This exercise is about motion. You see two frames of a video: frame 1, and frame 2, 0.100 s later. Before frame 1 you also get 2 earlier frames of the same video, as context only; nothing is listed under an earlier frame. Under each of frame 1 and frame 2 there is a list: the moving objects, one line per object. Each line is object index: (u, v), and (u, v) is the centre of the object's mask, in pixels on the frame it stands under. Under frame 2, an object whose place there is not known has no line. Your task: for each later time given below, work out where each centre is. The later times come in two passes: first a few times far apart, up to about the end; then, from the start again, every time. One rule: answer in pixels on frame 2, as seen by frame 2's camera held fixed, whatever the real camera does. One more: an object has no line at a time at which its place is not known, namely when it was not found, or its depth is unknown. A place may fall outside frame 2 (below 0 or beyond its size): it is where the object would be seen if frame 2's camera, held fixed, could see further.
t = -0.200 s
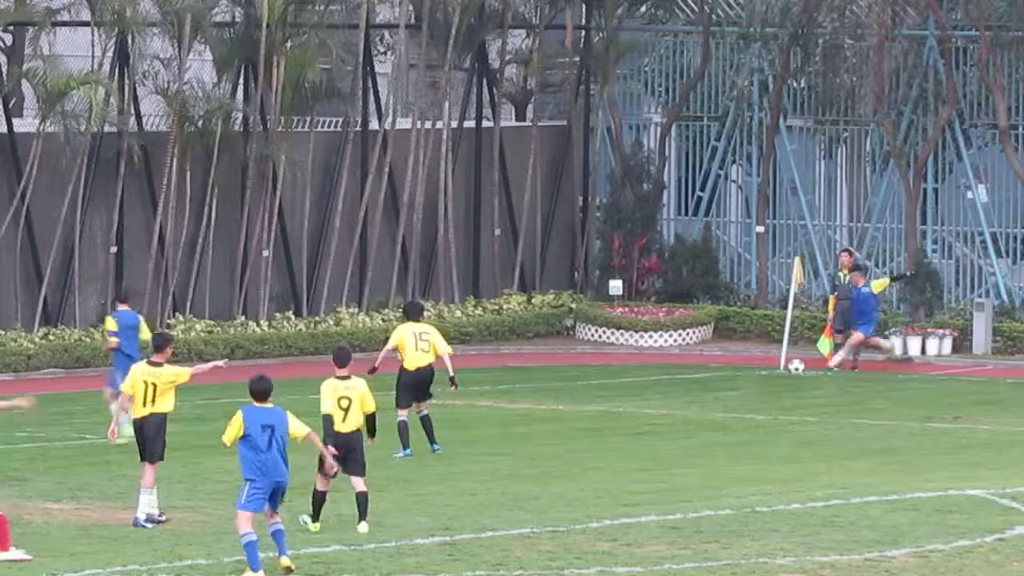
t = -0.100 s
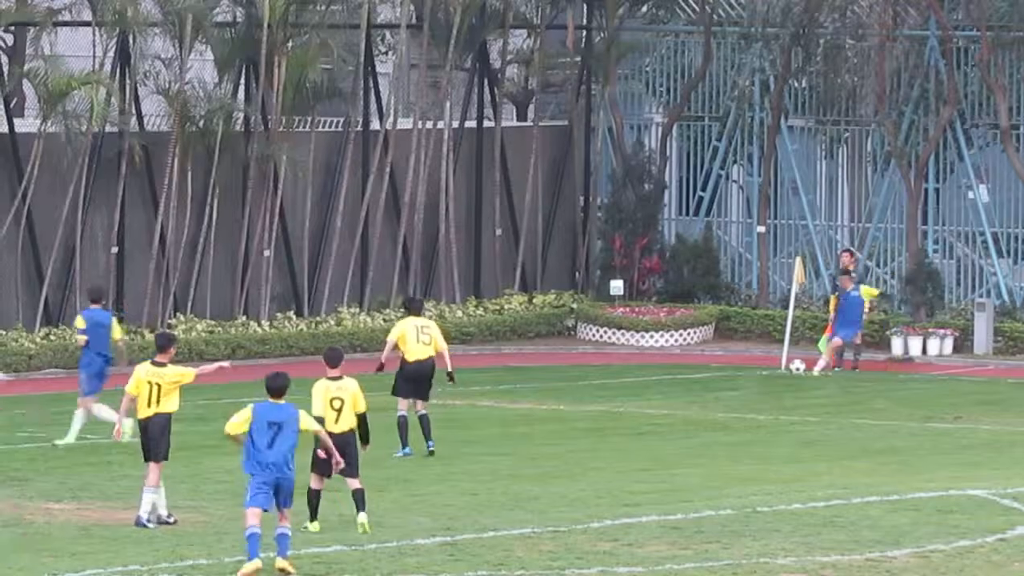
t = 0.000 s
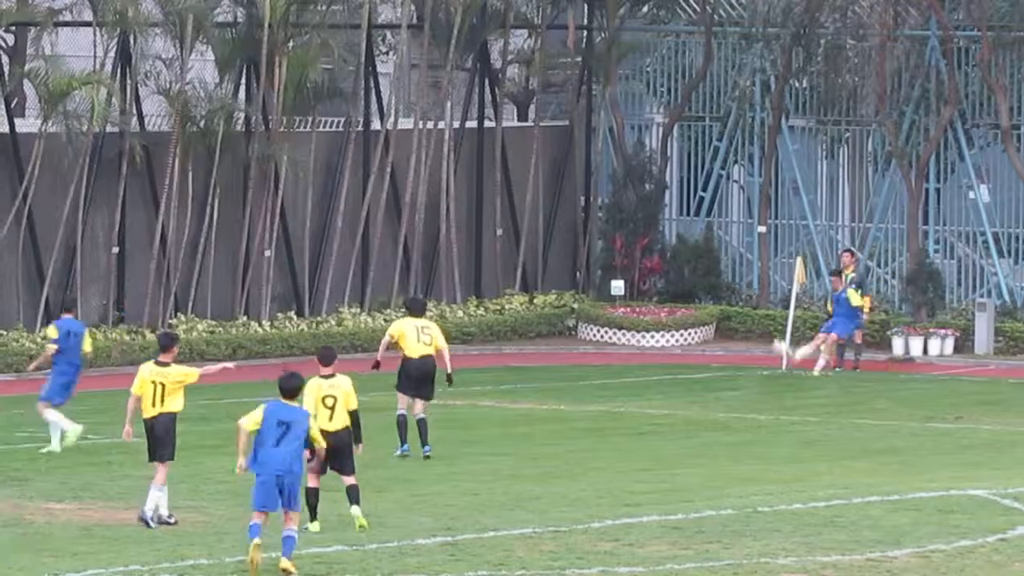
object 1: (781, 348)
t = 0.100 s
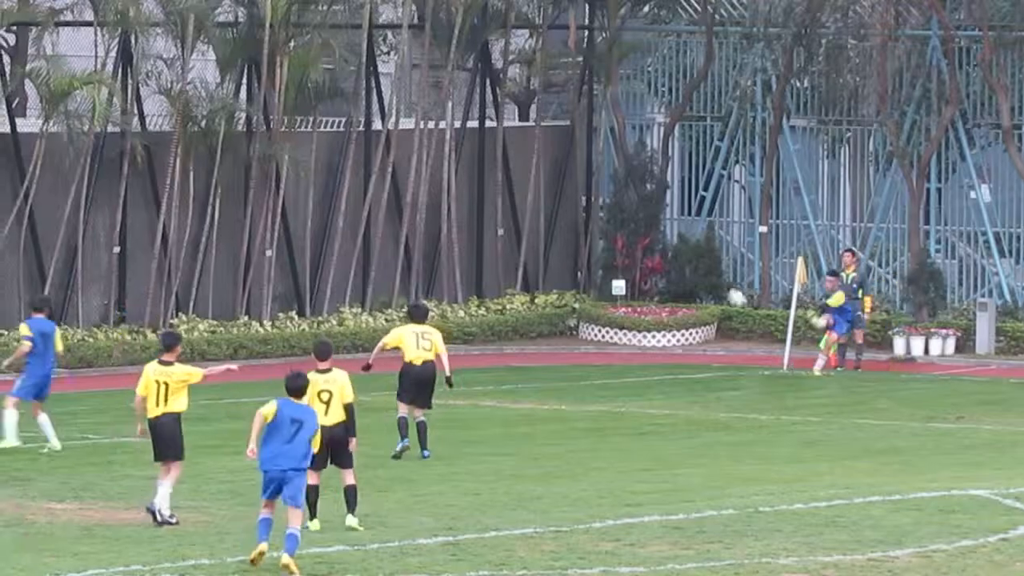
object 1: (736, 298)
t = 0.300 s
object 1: (654, 212)
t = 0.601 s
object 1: (542, 120)
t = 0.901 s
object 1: (447, 81)
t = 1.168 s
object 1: (368, 94)
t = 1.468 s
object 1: (289, 171)
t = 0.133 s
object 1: (722, 284)
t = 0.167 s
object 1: (708, 268)
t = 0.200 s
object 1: (693, 253)
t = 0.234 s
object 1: (680, 239)
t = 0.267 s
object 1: (667, 225)
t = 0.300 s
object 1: (654, 212)
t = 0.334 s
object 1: (641, 200)
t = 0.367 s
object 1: (628, 188)
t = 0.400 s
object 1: (615, 176)
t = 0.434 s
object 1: (602, 165)
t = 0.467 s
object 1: (589, 155)
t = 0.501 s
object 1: (577, 145)
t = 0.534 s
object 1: (565, 137)
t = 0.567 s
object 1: (553, 129)
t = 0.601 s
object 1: (542, 120)
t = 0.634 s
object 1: (530, 113)
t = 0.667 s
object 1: (519, 106)
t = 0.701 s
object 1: (508, 100)
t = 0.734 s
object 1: (497, 96)
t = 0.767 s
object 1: (486, 91)
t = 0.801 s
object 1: (476, 87)
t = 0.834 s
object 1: (467, 85)
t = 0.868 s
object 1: (456, 82)
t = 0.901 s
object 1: (447, 81)
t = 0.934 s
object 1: (437, 80)
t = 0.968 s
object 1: (426, 79)
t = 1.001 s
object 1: (416, 80)
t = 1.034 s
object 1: (407, 82)
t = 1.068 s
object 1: (397, 84)
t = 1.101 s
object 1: (387, 86)
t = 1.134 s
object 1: (378, 91)
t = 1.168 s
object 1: (368, 94)
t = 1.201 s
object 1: (360, 100)
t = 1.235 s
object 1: (351, 107)
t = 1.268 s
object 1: (341, 111)
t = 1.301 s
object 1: (332, 120)
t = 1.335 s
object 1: (323, 129)
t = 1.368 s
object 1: (315, 138)
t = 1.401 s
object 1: (306, 149)
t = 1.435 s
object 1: (297, 160)
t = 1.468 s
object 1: (289, 171)
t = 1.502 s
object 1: (280, 185)
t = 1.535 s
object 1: (272, 198)
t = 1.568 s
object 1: (263, 212)
